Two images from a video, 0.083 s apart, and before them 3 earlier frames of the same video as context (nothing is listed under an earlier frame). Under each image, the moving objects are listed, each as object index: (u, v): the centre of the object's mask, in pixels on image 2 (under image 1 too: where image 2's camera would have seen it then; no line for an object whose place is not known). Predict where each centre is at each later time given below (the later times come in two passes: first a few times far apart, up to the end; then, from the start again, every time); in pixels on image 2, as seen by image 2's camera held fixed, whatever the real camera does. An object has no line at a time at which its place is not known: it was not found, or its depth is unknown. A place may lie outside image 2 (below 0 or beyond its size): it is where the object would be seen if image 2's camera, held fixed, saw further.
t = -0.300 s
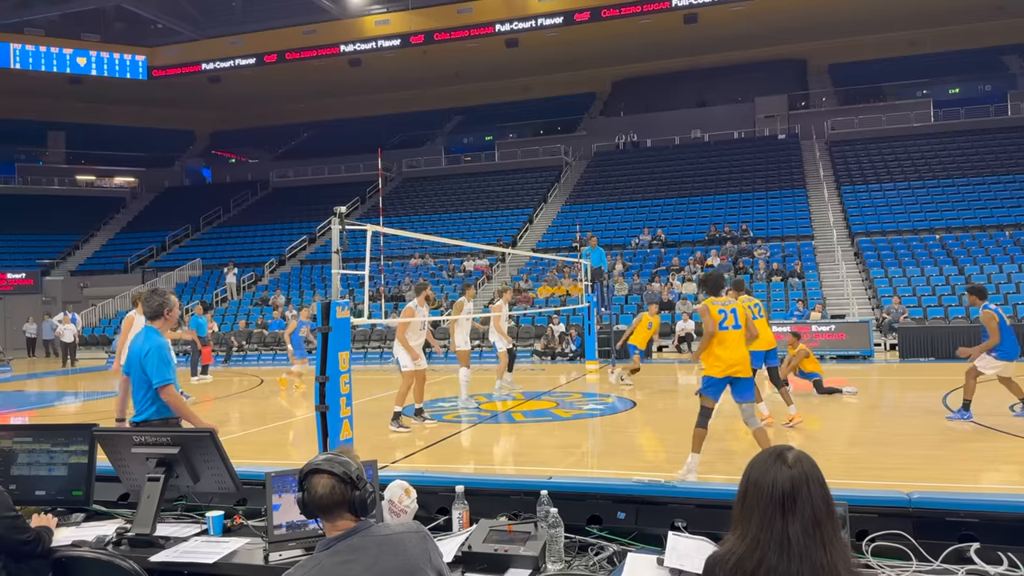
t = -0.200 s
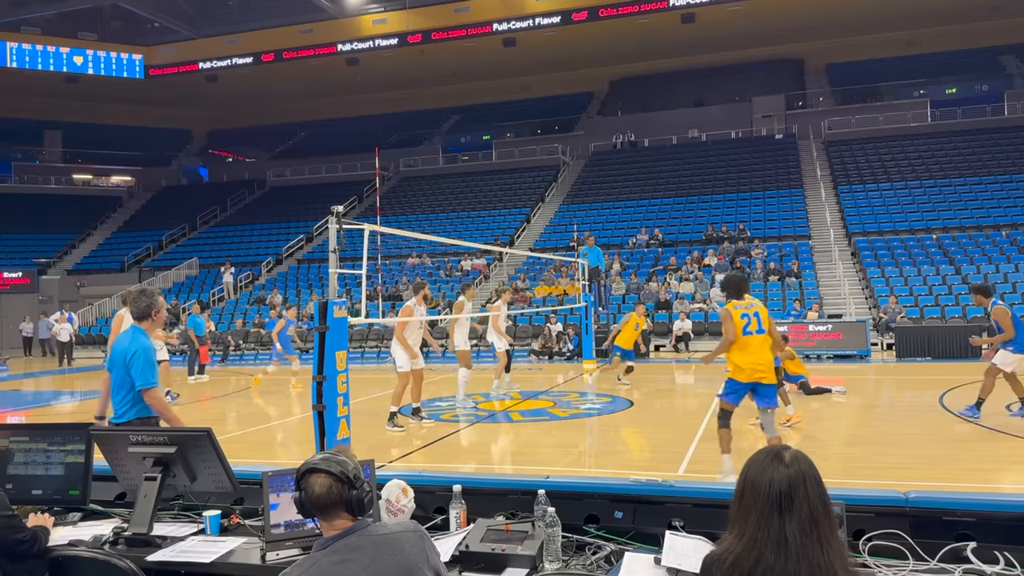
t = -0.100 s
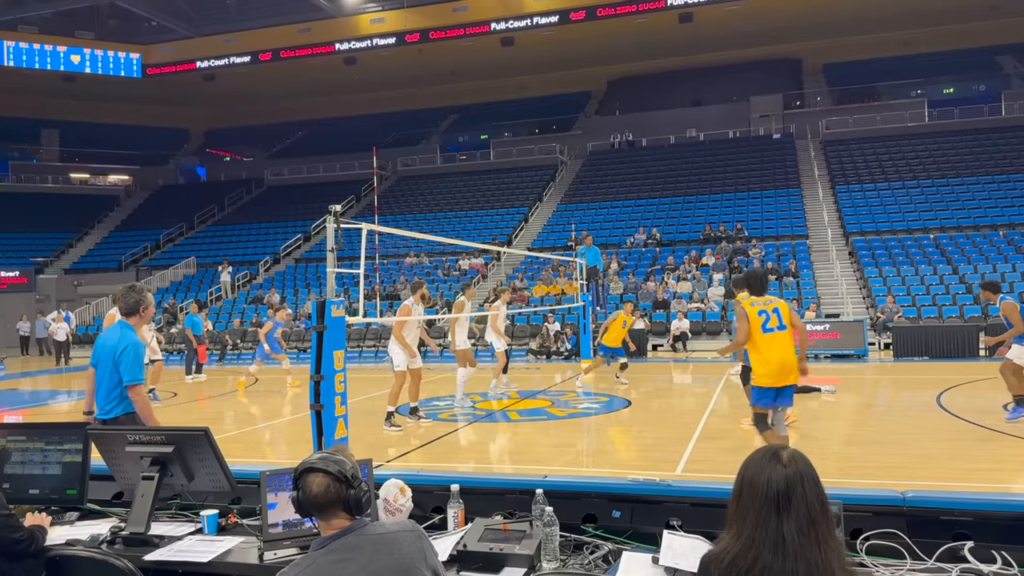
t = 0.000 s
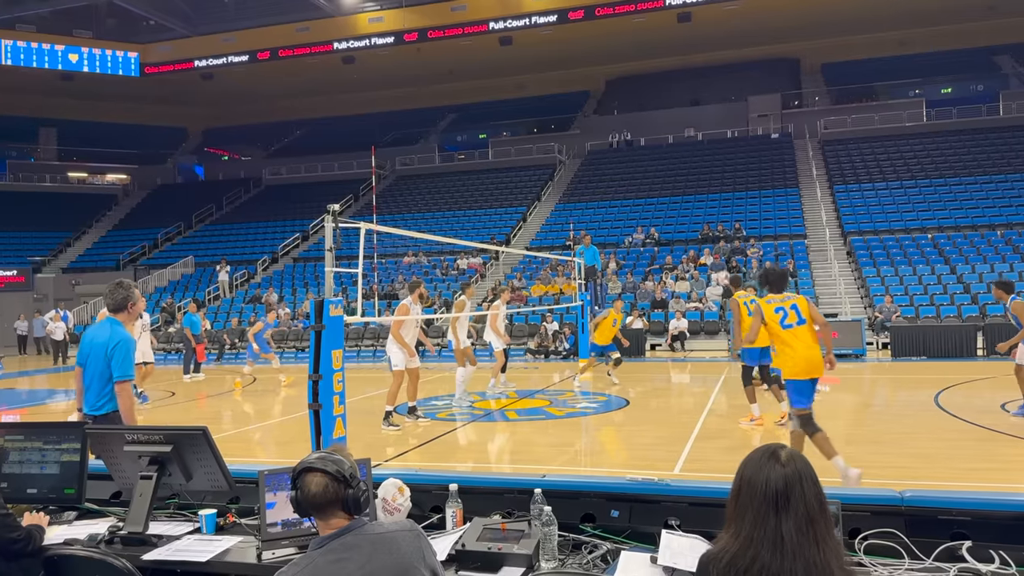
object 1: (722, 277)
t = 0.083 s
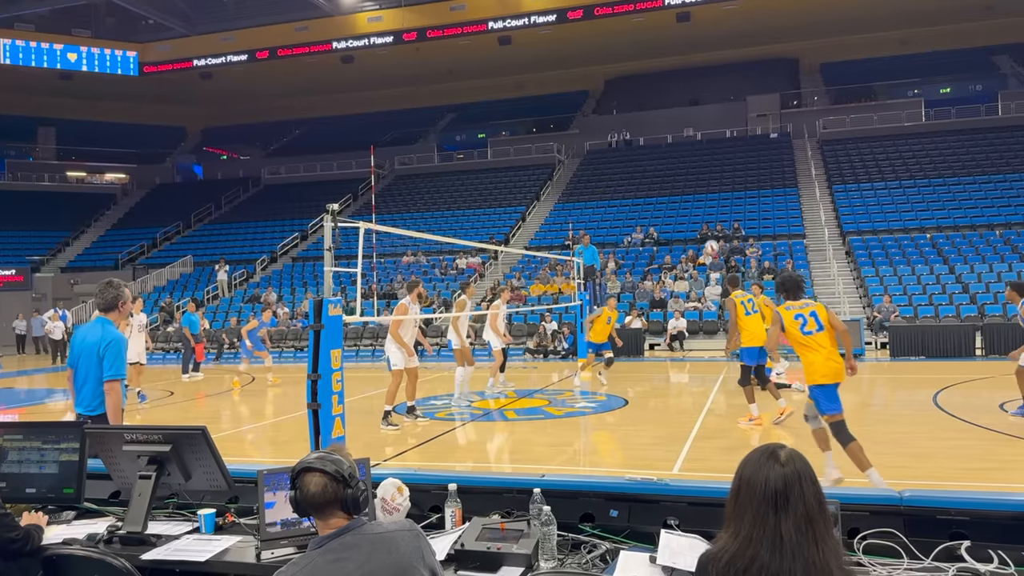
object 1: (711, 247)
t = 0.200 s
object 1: (697, 211)
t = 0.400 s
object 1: (673, 169)
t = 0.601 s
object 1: (650, 150)
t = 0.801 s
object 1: (628, 156)
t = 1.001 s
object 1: (607, 185)
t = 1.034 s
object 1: (603, 192)
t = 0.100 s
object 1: (709, 241)
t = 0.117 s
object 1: (707, 236)
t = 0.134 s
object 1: (705, 231)
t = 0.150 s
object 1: (703, 225)
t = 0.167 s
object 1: (701, 221)
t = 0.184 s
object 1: (699, 216)
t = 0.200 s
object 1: (697, 211)
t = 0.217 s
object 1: (695, 207)
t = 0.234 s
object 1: (693, 202)
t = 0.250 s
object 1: (691, 198)
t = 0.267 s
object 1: (689, 194)
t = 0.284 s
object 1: (687, 190)
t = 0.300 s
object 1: (685, 187)
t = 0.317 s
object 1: (683, 183)
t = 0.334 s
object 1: (681, 180)
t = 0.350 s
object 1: (679, 177)
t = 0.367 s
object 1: (677, 174)
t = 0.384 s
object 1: (675, 171)
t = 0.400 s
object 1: (673, 169)
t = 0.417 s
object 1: (671, 166)
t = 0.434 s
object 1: (669, 164)
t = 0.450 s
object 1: (667, 162)
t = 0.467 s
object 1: (665, 160)
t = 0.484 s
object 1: (663, 158)
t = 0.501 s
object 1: (661, 156)
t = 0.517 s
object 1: (660, 155)
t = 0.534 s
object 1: (658, 154)
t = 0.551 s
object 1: (656, 153)
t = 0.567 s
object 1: (654, 152)
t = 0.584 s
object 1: (652, 151)
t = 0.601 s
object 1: (650, 150)
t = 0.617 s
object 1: (649, 150)
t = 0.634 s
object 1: (647, 150)
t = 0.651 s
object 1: (645, 149)
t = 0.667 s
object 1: (643, 149)
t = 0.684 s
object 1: (641, 150)
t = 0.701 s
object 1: (639, 150)
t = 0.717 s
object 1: (637, 151)
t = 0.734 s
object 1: (635, 151)
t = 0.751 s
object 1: (634, 152)
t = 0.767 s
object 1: (632, 153)
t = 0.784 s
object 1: (630, 154)
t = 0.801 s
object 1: (628, 156)
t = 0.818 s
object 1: (626, 157)
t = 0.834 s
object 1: (625, 159)
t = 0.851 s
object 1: (623, 161)
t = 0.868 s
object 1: (621, 163)
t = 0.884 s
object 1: (619, 165)
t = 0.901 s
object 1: (617, 167)
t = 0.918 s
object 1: (616, 170)
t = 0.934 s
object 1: (614, 173)
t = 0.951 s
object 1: (612, 176)
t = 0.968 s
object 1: (610, 179)
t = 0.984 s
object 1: (609, 182)
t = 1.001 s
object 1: (607, 185)
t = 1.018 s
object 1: (605, 189)
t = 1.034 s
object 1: (603, 192)
